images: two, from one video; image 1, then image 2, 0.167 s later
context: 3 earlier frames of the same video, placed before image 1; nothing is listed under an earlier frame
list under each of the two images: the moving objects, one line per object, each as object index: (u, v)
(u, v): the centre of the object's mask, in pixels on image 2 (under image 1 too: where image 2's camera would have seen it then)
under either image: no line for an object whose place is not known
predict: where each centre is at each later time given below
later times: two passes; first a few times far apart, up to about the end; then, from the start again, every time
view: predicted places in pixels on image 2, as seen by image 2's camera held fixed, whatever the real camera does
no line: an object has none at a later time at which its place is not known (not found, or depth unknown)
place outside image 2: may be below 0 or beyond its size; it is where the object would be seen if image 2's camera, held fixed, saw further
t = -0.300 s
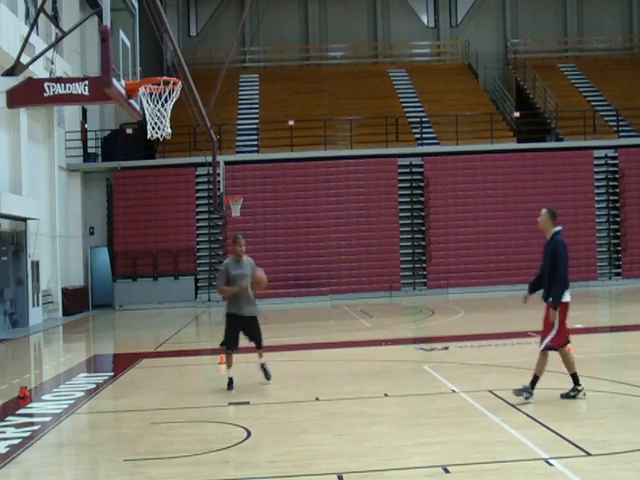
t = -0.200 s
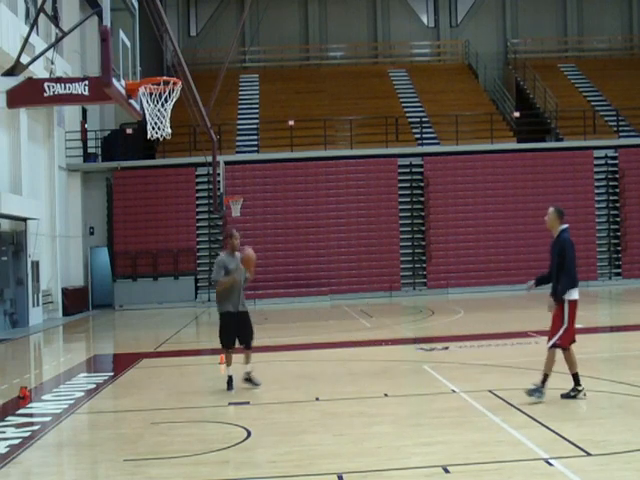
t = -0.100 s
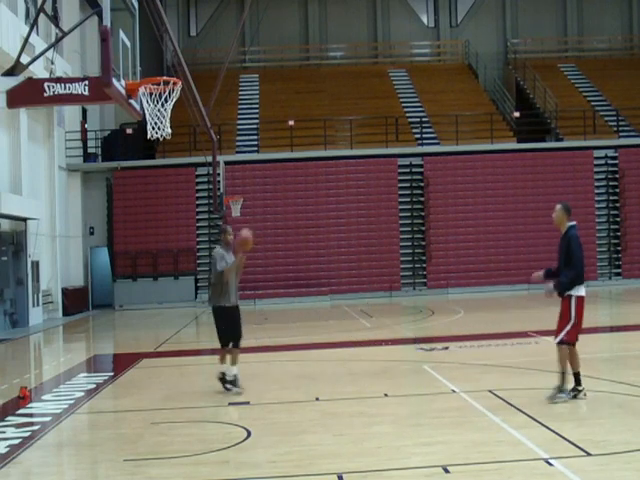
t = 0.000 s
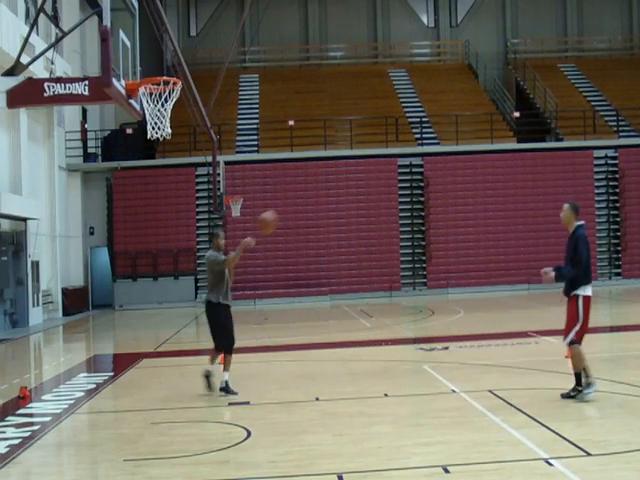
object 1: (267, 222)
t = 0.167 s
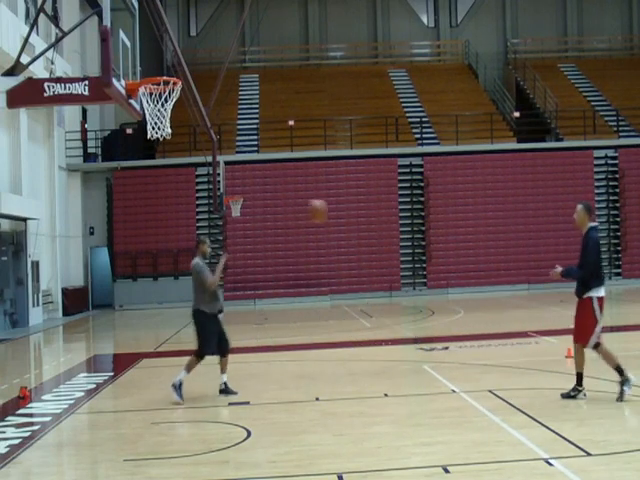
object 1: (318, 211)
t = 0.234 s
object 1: (338, 212)
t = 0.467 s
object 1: (415, 255)
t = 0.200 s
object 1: (328, 211)
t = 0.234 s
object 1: (338, 212)
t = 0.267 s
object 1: (348, 215)
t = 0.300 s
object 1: (359, 219)
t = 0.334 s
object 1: (370, 223)
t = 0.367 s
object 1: (380, 228)
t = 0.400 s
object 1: (391, 237)
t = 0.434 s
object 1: (402, 244)
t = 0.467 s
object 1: (415, 255)
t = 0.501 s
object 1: (426, 264)
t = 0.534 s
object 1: (437, 275)
